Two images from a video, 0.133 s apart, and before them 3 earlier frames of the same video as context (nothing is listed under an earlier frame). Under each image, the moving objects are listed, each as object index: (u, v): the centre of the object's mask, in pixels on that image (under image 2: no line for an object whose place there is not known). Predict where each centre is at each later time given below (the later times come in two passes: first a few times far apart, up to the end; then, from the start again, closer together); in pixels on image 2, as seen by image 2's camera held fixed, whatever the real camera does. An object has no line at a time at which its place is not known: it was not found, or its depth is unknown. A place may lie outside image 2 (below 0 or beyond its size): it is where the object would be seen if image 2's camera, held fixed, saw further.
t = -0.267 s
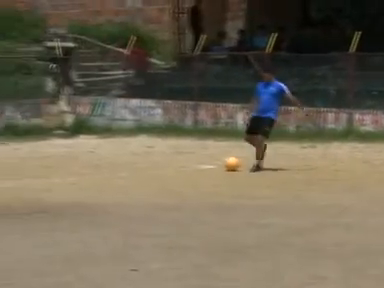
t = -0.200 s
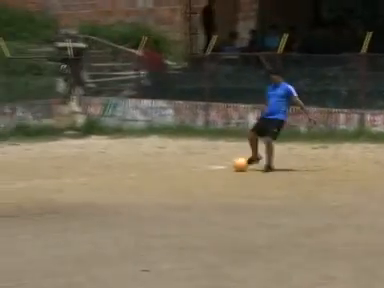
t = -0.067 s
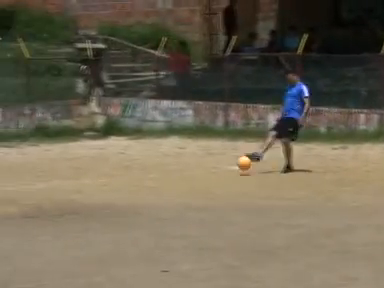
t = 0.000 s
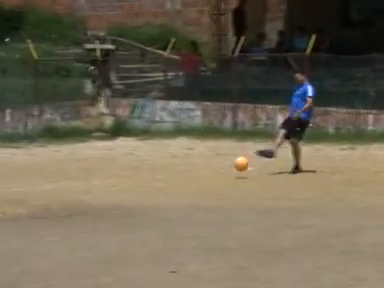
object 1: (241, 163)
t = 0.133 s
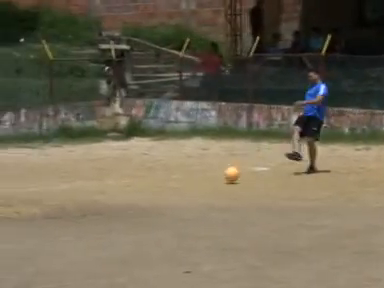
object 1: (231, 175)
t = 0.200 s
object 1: (220, 178)
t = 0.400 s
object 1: (185, 185)
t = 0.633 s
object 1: (148, 185)
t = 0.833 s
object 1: (116, 196)
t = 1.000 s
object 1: (84, 199)
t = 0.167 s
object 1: (226, 177)
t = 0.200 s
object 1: (220, 178)
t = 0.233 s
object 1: (214, 178)
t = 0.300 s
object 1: (202, 182)
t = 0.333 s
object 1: (196, 183)
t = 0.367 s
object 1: (191, 184)
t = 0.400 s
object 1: (185, 185)
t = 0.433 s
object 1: (180, 186)
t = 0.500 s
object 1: (169, 188)
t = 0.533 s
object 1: (164, 189)
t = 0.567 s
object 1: (159, 190)
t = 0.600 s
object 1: (153, 188)
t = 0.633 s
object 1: (148, 185)
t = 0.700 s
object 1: (138, 185)
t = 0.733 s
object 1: (133, 186)
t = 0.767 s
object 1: (127, 188)
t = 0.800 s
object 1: (121, 192)
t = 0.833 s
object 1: (116, 196)
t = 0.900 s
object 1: (103, 198)
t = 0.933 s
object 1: (97, 198)
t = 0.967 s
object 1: (91, 198)
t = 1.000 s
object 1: (84, 199)
